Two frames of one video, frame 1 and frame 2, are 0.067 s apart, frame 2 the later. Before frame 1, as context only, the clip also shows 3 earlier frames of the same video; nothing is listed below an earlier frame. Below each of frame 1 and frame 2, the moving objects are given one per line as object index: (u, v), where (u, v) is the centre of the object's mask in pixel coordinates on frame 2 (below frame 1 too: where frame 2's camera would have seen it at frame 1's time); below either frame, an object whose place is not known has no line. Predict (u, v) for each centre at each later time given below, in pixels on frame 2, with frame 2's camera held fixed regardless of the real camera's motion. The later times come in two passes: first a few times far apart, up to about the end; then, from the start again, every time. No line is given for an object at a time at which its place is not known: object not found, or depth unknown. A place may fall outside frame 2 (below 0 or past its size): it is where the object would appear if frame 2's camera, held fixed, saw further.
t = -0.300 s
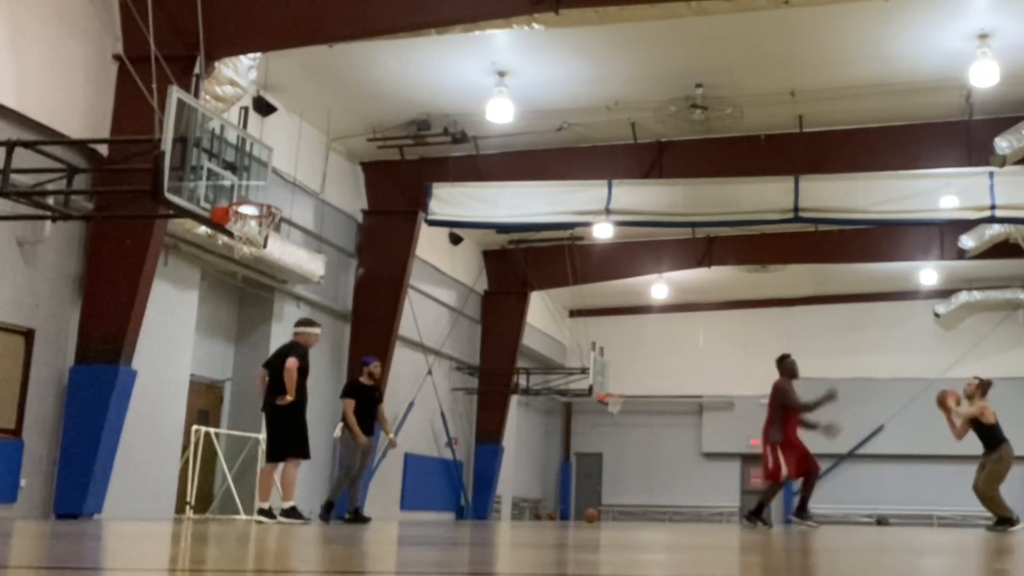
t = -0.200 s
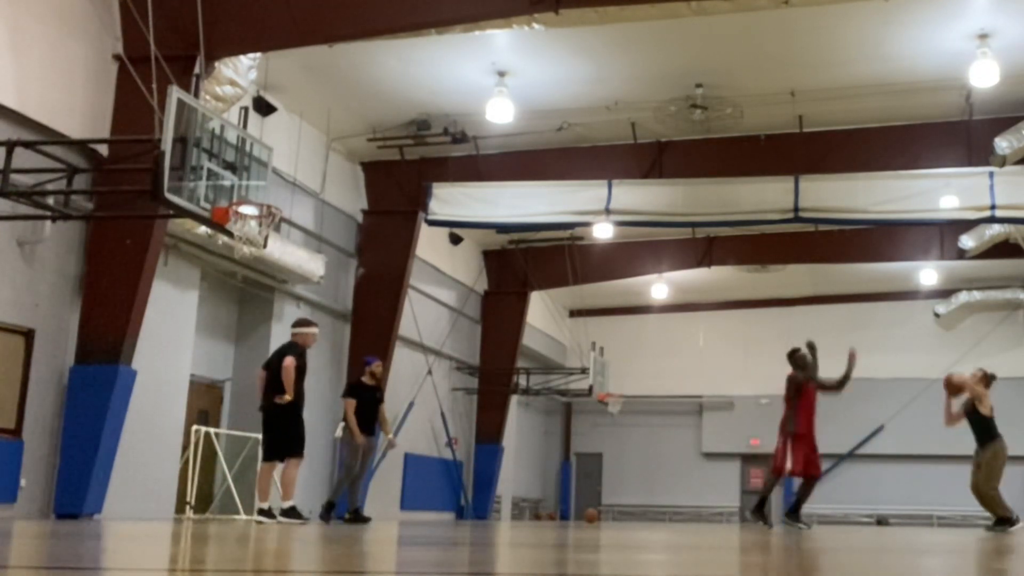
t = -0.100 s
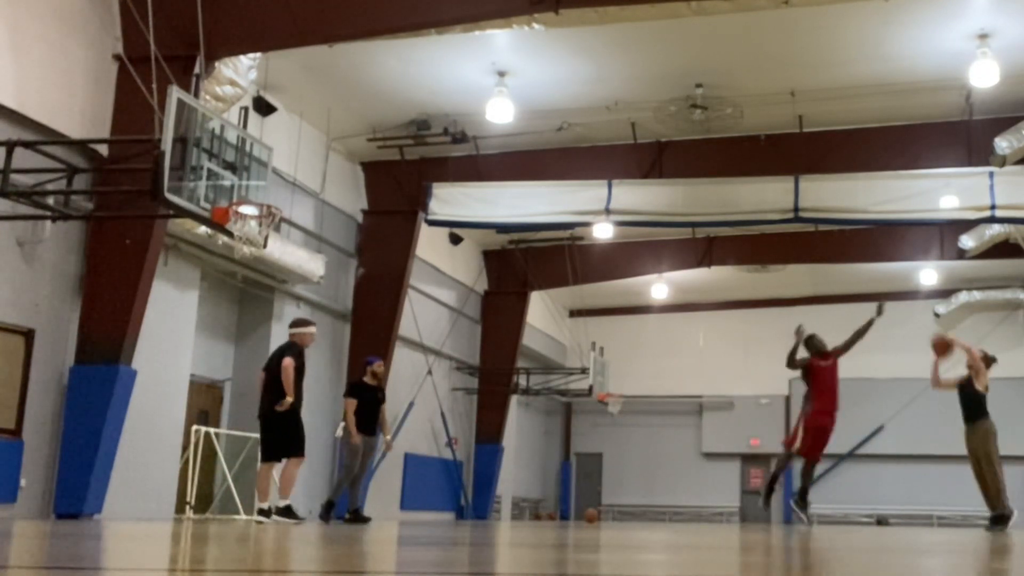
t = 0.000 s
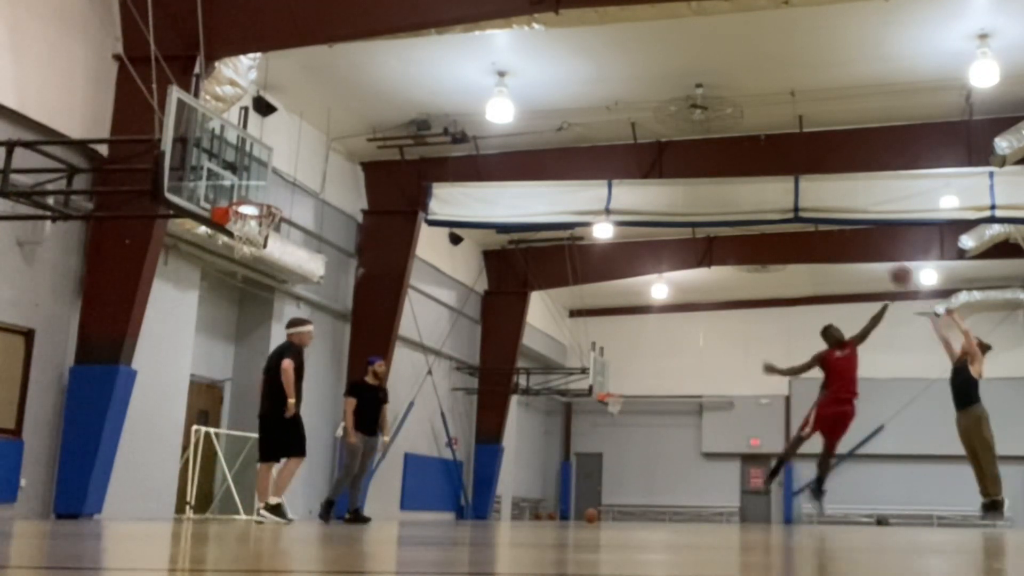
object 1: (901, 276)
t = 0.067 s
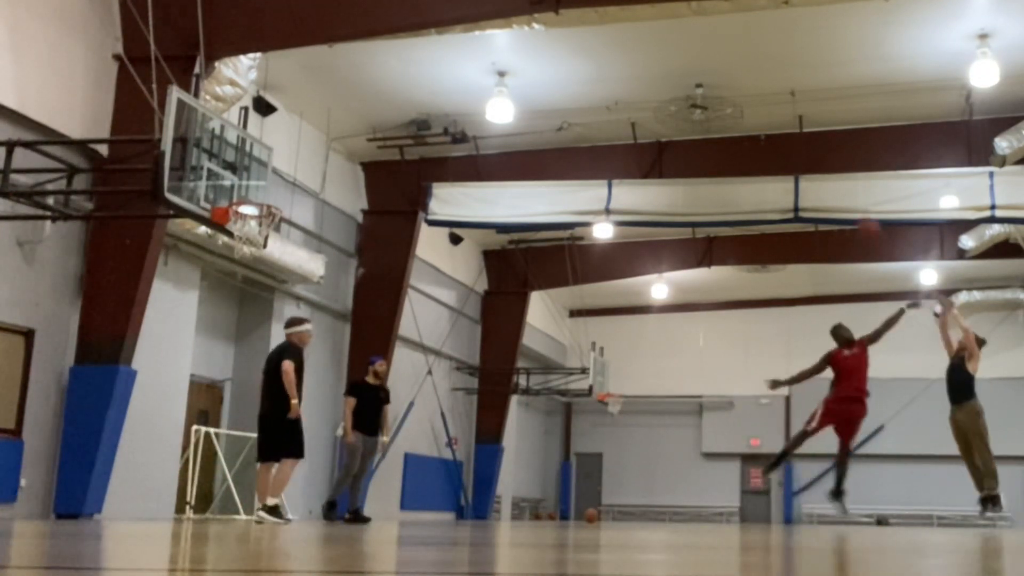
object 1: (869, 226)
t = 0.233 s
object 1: (790, 141)
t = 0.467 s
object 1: (683, 56)
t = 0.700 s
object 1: (580, 24)
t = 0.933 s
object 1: (477, 40)
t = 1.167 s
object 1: (371, 102)
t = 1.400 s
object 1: (263, 213)
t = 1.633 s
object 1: (194, 295)
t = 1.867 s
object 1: (129, 419)
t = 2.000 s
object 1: (90, 503)
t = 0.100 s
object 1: (851, 208)
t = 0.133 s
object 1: (836, 190)
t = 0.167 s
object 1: (820, 170)
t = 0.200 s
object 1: (804, 154)
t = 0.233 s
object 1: (790, 141)
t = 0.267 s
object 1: (773, 123)
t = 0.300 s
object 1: (758, 109)
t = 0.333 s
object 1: (742, 97)
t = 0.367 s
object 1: (727, 85)
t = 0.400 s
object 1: (712, 74)
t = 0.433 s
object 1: (698, 65)
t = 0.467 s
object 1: (683, 56)
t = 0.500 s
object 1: (668, 49)
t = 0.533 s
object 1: (654, 42)
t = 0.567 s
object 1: (639, 37)
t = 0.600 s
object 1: (624, 32)
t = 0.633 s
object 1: (609, 28)
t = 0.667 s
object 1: (595, 26)
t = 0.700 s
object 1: (580, 24)
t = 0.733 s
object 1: (566, 24)
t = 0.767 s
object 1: (551, 23)
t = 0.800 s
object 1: (537, 25)
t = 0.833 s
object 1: (522, 27)
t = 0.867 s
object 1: (507, 30)
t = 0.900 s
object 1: (492, 34)
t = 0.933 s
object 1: (477, 40)
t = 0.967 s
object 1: (462, 45)
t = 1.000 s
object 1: (446, 52)
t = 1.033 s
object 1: (431, 60)
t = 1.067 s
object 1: (416, 69)
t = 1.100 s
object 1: (401, 79)
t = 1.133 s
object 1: (387, 90)
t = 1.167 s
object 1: (371, 102)
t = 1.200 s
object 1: (355, 115)
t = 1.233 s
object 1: (339, 129)
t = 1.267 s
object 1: (324, 144)
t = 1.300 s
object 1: (308, 159)
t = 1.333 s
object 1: (291, 177)
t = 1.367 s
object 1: (276, 195)
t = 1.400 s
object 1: (263, 213)
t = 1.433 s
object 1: (246, 230)
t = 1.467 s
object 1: (233, 243)
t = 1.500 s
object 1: (227, 251)
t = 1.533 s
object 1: (218, 261)
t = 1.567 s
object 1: (211, 271)
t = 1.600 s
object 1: (202, 282)
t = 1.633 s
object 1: (194, 295)
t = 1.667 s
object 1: (185, 309)
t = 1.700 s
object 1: (176, 324)
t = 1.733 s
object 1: (167, 340)
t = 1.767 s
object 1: (158, 359)
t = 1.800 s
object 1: (149, 377)
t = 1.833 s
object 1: (139, 398)
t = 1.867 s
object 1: (129, 419)
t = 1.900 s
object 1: (118, 443)
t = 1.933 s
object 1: (107, 468)
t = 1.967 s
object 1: (96, 494)
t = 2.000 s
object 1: (90, 503)
